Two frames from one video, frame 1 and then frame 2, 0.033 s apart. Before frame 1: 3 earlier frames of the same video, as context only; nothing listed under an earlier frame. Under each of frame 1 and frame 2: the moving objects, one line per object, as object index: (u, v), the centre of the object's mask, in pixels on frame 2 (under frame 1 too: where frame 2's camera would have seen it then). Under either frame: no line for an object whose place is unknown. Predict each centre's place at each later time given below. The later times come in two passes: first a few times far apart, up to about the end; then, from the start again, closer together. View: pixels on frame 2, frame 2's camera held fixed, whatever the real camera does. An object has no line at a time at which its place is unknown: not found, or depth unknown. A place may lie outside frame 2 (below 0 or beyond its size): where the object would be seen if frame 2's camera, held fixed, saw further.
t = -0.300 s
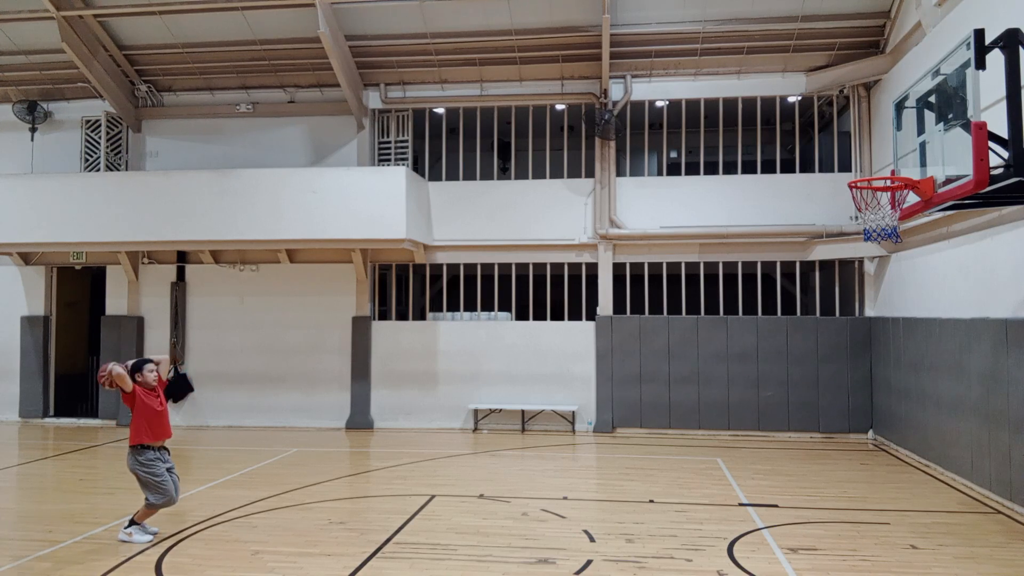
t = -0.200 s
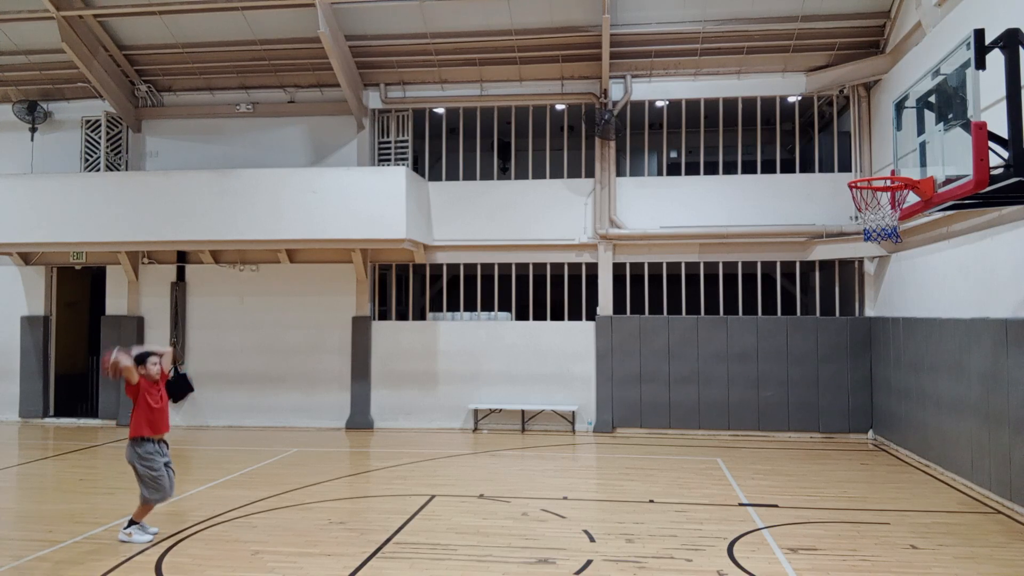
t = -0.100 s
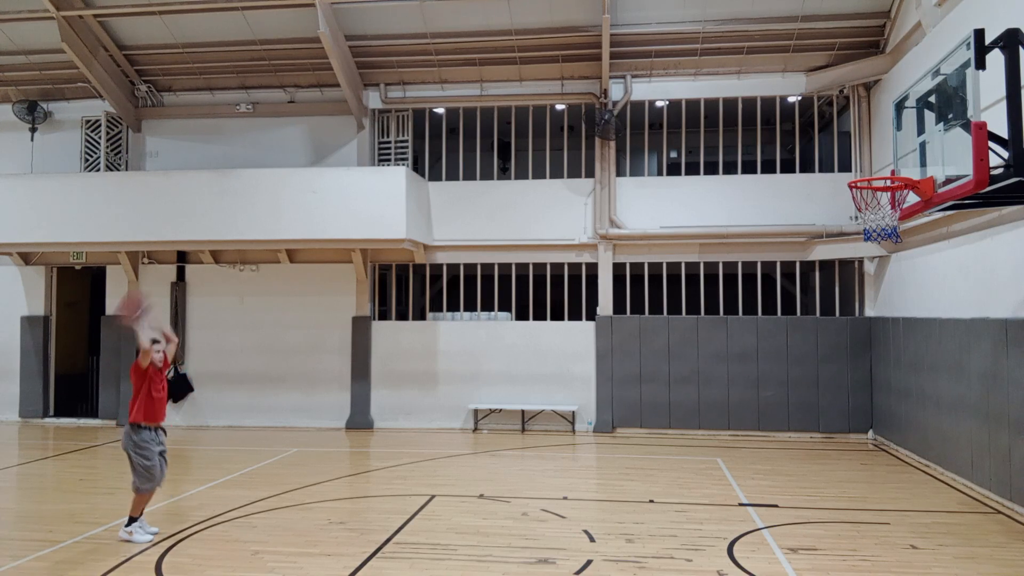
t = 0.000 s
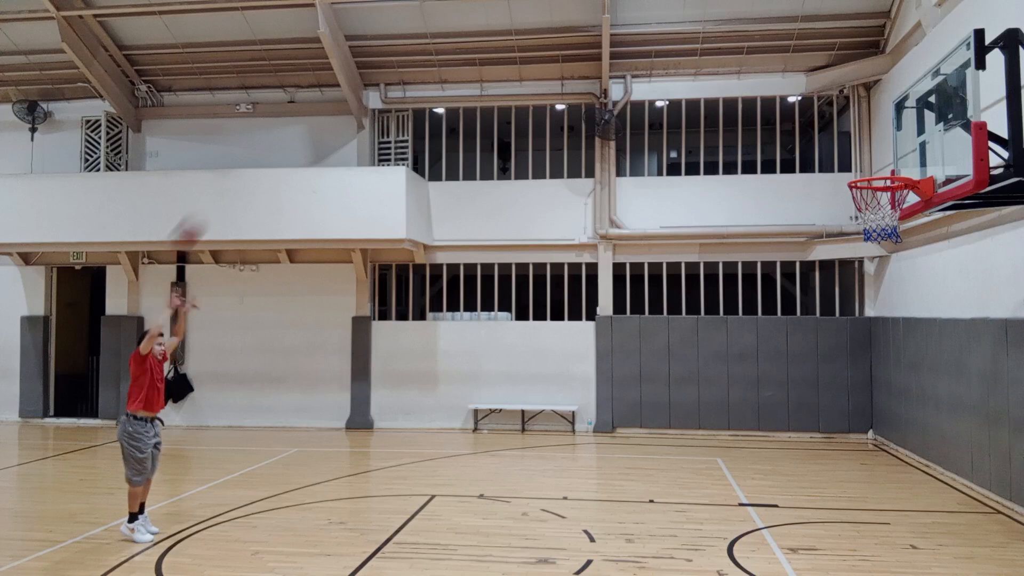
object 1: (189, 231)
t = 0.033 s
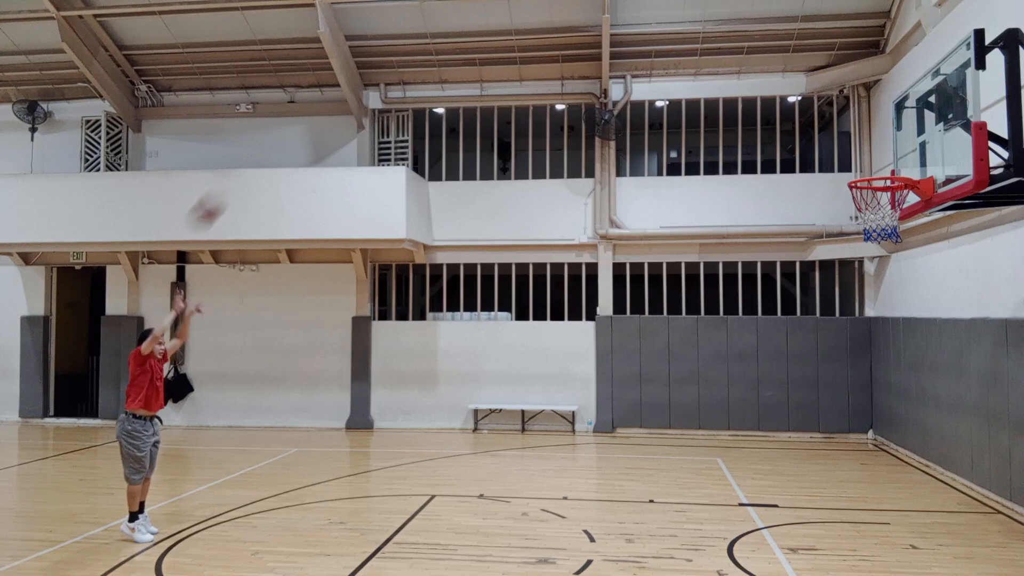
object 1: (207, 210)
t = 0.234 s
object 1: (325, 99)
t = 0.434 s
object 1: (438, 35)
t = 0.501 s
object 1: (476, 22)
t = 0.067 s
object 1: (226, 190)
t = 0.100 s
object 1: (246, 168)
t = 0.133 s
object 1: (266, 149)
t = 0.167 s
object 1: (286, 131)
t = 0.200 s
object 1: (306, 114)
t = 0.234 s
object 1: (325, 99)
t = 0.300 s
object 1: (362, 73)
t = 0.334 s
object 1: (380, 61)
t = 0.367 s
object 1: (400, 50)
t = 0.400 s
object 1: (418, 42)
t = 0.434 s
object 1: (438, 35)
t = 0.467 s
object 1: (457, 28)
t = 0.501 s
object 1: (476, 22)
